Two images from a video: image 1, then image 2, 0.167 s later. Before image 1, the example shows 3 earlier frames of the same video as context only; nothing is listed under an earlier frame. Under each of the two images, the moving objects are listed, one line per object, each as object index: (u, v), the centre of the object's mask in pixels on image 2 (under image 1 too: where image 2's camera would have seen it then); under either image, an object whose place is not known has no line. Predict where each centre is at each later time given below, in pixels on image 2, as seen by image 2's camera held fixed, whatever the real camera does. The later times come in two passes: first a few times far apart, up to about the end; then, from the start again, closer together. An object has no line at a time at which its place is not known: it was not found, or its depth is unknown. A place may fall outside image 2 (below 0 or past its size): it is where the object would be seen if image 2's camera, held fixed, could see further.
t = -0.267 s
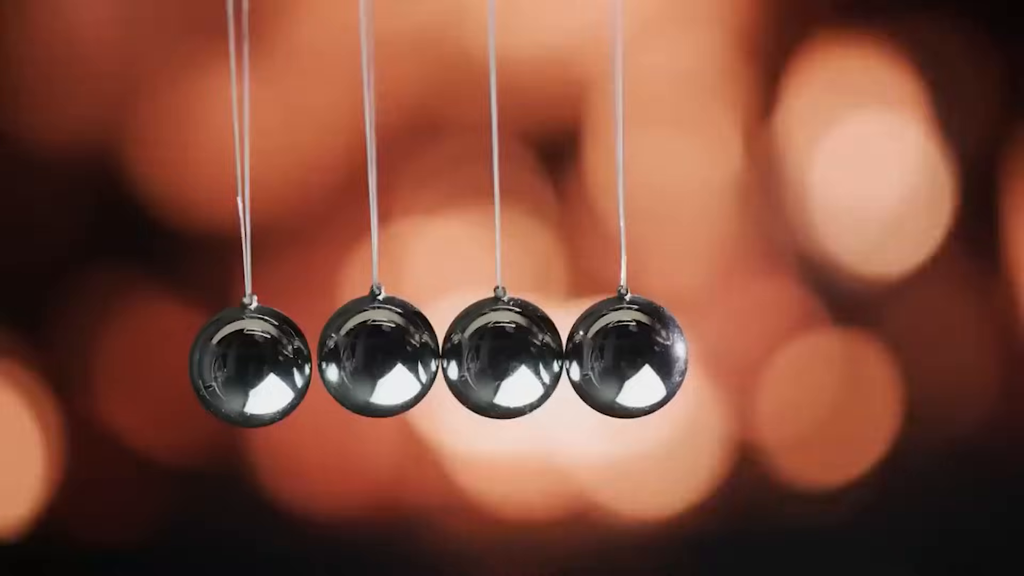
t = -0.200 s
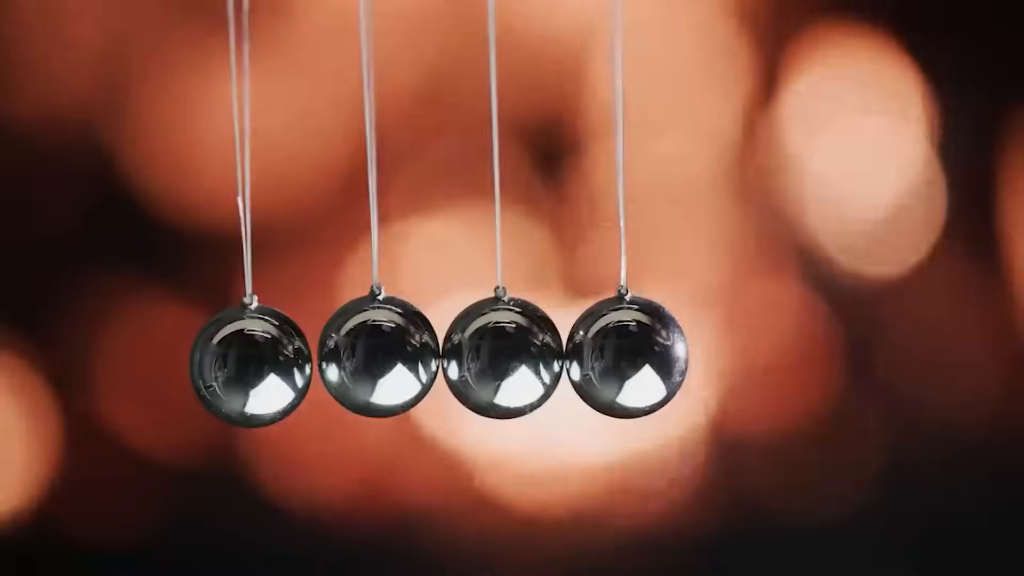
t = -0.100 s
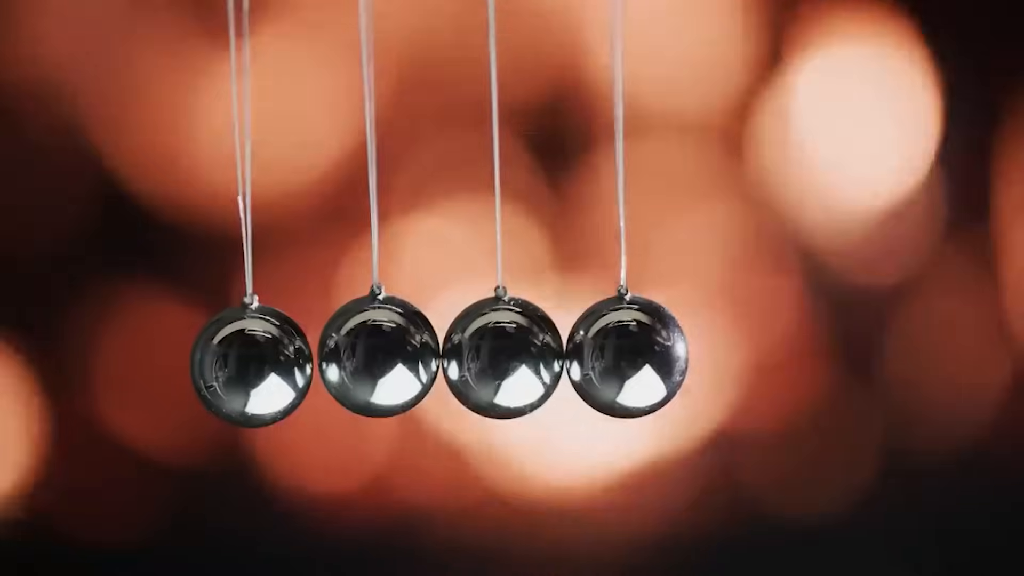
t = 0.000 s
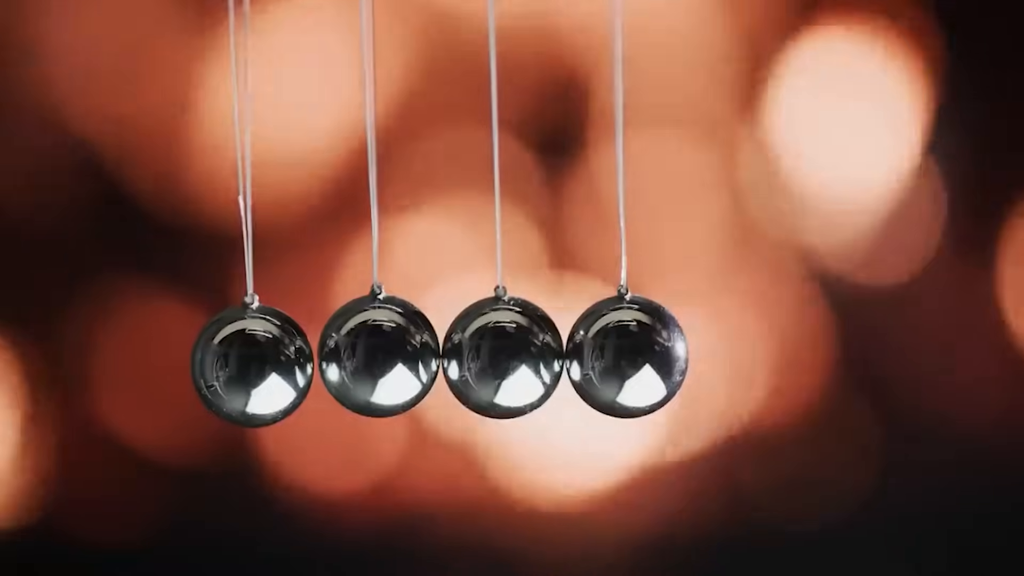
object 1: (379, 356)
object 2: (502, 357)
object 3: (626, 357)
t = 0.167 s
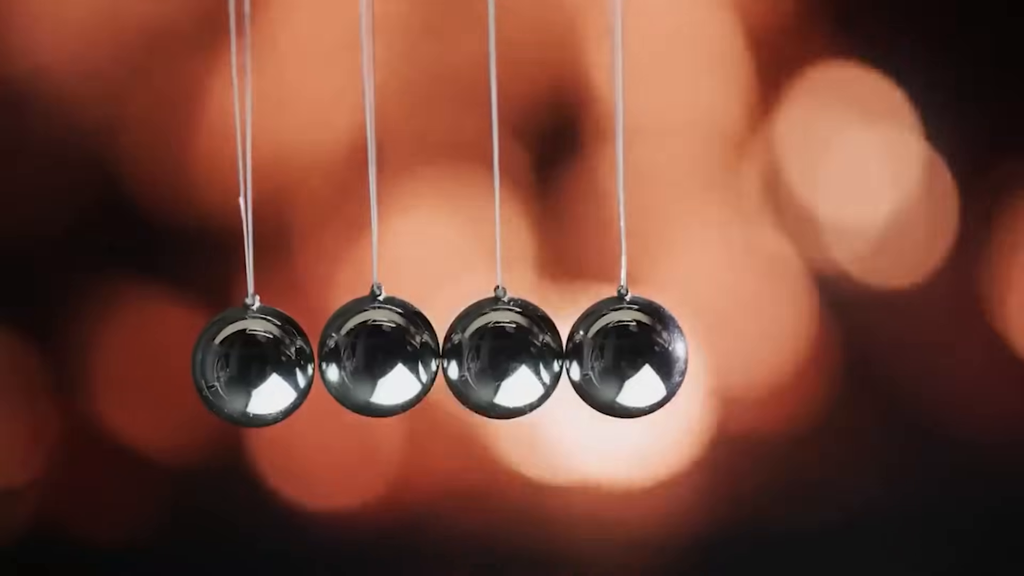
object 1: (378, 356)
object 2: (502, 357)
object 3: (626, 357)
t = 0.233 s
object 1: (378, 356)
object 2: (502, 357)
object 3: (626, 356)
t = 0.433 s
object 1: (378, 356)
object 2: (502, 357)
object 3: (626, 356)
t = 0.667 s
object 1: (373, 351)
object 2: (498, 354)
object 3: (624, 356)
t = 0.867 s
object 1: (367, 356)
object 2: (494, 357)
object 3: (622, 356)
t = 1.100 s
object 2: (490, 358)
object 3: (620, 355)
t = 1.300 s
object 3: (619, 356)
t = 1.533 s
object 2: (490, 357)
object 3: (619, 356)
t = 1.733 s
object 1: (366, 355)
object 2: (492, 356)
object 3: (620, 356)
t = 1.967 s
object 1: (373, 355)
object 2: (497, 357)
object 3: (622, 356)
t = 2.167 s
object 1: (374, 351)
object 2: (498, 357)
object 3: (627, 356)
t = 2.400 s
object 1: (374, 353)
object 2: (500, 357)
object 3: (633, 357)
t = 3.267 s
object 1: (379, 357)
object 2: (503, 358)
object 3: (632, 356)
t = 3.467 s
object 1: (379, 355)
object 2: (503, 356)
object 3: (627, 356)
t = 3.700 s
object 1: (368, 355)
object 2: (497, 357)
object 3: (624, 357)
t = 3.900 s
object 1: (358, 356)
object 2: (492, 356)
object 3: (621, 357)
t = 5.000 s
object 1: (372, 356)
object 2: (497, 357)
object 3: (620, 356)
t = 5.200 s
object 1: (374, 356)
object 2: (500, 357)
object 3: (625, 356)
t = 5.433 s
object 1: (375, 357)
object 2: (505, 355)
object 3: (634, 356)
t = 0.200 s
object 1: (378, 356)
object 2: (502, 357)
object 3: (626, 356)
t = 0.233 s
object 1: (378, 356)
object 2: (502, 357)
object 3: (626, 356)
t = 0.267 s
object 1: (378, 355)
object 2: (502, 357)
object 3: (626, 356)
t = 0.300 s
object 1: (378, 356)
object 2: (502, 357)
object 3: (626, 356)
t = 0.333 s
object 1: (378, 356)
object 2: (502, 357)
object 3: (626, 356)
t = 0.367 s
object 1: (378, 356)
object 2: (502, 357)
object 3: (626, 356)
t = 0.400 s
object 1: (378, 356)
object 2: (502, 357)
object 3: (626, 356)
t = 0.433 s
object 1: (378, 356)
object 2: (502, 357)
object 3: (626, 356)
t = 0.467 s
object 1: (378, 356)
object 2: (502, 357)
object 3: (626, 356)
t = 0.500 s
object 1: (377, 356)
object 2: (502, 358)
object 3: (625, 357)
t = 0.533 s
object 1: (377, 356)
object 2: (501, 358)
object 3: (625, 357)
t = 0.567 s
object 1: (376, 355)
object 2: (501, 358)
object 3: (625, 356)
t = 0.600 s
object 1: (375, 353)
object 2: (500, 356)
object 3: (625, 356)
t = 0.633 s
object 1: (374, 351)
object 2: (499, 353)
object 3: (624, 357)
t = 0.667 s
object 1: (373, 351)
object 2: (498, 354)
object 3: (624, 356)
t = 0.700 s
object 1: (372, 351)
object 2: (497, 356)
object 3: (623, 356)
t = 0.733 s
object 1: (371, 353)
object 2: (497, 357)
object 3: (623, 357)
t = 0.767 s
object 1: (370, 355)
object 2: (496, 356)
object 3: (623, 357)
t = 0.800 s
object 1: (369, 354)
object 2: (495, 358)
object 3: (623, 357)
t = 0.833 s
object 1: (368, 354)
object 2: (495, 358)
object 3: (622, 356)
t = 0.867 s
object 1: (367, 356)
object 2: (494, 357)
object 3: (622, 356)
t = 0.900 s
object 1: (366, 356)
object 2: (493, 356)
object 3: (622, 357)
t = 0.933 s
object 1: (365, 355)
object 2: (493, 357)
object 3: (621, 357)
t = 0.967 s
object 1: (364, 354)
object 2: (492, 358)
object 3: (621, 356)
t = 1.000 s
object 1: (363, 355)
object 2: (492, 356)
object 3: (621, 357)
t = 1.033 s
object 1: (363, 353)
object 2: (491, 356)
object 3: (620, 356)
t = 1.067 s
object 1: (362, 353)
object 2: (490, 357)
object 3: (620, 356)
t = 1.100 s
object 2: (490, 358)
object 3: (620, 355)
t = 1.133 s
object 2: (490, 357)
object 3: (620, 357)
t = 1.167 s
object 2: (489, 356)
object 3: (619, 357)
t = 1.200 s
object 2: (489, 356)
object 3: (619, 357)
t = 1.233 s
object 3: (619, 357)
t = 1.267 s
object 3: (619, 357)
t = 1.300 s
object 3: (619, 356)
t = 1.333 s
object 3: (619, 356)
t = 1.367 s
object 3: (619, 357)
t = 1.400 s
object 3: (619, 357)
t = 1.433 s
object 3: (619, 357)
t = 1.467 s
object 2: (489, 357)
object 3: (619, 357)
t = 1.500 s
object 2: (489, 357)
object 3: (619, 357)
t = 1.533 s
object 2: (490, 357)
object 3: (619, 356)
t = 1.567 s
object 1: (362, 354)
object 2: (490, 358)
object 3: (619, 356)
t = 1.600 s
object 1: (363, 355)
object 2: (490, 359)
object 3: (619, 357)
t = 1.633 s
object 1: (364, 357)
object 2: (491, 358)
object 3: (620, 357)
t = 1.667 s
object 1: (364, 357)
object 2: (491, 357)
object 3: (620, 357)
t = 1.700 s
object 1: (365, 356)
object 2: (491, 357)
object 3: (620, 357)
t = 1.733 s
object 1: (366, 355)
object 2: (492, 356)
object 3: (620, 356)
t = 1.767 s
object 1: (367, 354)
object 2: (493, 356)
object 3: (620, 356)
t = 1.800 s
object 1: (368, 353)
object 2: (493, 357)
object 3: (620, 357)
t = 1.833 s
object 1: (369, 353)
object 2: (494, 357)
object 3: (621, 357)
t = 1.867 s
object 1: (370, 354)
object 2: (495, 357)
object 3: (621, 357)
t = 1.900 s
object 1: (371, 354)
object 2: (495, 357)
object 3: (621, 357)
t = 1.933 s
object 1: (372, 354)
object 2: (496, 357)
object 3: (622, 356)
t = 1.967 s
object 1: (373, 355)
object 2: (497, 357)
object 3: (622, 356)
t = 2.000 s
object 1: (373, 356)
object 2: (498, 357)
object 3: (622, 356)
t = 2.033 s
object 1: (373, 356)
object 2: (498, 357)
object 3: (623, 356)
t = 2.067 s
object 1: (373, 355)
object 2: (498, 357)
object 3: (623, 356)
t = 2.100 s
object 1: (373, 354)
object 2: (499, 357)
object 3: (625, 356)
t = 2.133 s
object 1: (373, 351)
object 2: (498, 357)
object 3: (626, 356)
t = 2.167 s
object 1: (374, 351)
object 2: (498, 357)
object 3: (627, 356)
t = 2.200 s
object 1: (374, 355)
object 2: (498, 356)
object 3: (628, 356)
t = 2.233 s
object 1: (374, 357)
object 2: (499, 355)
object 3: (629, 356)
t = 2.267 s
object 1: (374, 356)
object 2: (499, 355)
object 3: (630, 356)
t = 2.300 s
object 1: (374, 355)
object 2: (499, 355)
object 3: (631, 356)
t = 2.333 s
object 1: (374, 356)
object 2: (499, 355)
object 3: (631, 356)
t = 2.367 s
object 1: (374, 355)
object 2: (499, 355)
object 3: (632, 356)
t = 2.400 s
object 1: (374, 353)
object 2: (500, 357)
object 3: (633, 357)
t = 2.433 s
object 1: (374, 354)
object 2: (500, 358)
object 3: (634, 356)
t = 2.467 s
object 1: (374, 354)
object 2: (500, 357)
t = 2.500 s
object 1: (375, 354)
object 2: (500, 355)
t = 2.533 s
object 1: (375, 354)
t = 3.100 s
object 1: (378, 355)
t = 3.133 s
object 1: (378, 355)
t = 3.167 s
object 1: (378, 355)
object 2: (503, 357)
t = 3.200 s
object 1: (378, 356)
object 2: (503, 358)
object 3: (633, 356)
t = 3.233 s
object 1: (379, 356)
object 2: (503, 358)
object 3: (632, 355)
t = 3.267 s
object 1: (379, 357)
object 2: (503, 358)
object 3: (632, 356)
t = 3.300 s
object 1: (379, 357)
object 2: (503, 357)
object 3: (631, 356)
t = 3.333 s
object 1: (379, 355)
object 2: (503, 356)
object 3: (630, 356)
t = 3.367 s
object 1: (380, 354)
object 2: (503, 356)
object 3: (629, 356)
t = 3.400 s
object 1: (380, 355)
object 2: (503, 355)
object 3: (628, 355)
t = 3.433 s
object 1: (379, 355)
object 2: (503, 356)
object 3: (628, 356)
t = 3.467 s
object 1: (379, 355)
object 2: (503, 356)
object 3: (627, 356)
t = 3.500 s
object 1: (378, 356)
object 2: (503, 356)
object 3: (626, 356)
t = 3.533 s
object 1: (377, 356)
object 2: (501, 356)
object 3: (626, 356)
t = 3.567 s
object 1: (376, 354)
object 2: (500, 357)
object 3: (626, 356)
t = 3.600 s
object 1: (375, 354)
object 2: (500, 357)
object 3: (625, 356)
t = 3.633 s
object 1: (375, 355)
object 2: (500, 358)
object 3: (625, 356)
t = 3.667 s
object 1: (372, 356)
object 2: (498, 358)
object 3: (624, 357)
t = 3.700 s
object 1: (368, 355)
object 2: (497, 357)
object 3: (624, 357)
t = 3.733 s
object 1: (366, 356)
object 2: (496, 357)
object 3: (623, 357)
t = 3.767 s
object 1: (364, 356)
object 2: (495, 357)
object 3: (623, 357)
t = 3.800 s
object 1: (363, 354)
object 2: (494, 358)
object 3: (622, 356)
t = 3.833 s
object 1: (361, 355)
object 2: (493, 358)
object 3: (622, 356)
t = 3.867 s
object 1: (359, 356)
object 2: (492, 357)
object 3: (621, 356)
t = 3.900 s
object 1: (358, 356)
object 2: (492, 356)
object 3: (621, 357)
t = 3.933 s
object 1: (356, 355)
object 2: (491, 356)
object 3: (621, 357)
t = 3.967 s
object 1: (355, 355)
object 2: (490, 356)
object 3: (620, 357)
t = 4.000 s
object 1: (353, 356)
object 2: (489, 356)
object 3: (620, 357)
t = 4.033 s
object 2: (489, 357)
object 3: (620, 357)
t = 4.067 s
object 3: (619, 357)
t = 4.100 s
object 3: (619, 357)
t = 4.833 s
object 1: (363, 356)
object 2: (493, 357)
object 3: (618, 356)
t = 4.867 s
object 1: (365, 356)
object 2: (493, 357)
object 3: (619, 356)
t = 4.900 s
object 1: (367, 356)
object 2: (494, 357)
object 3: (619, 357)
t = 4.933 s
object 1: (369, 356)
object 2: (495, 357)
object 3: (620, 356)
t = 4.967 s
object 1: (370, 356)
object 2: (496, 357)
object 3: (620, 356)
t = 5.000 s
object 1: (372, 356)
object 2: (497, 357)
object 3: (620, 356)
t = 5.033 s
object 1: (373, 356)
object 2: (497, 357)
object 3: (621, 356)
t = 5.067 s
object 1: (373, 356)
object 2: (497, 357)
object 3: (622, 356)
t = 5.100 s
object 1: (373, 356)
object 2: (498, 357)
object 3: (622, 357)
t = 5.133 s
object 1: (373, 355)
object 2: (498, 357)
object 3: (623, 357)
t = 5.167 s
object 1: (373, 356)
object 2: (499, 357)
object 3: (624, 356)
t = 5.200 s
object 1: (374, 356)
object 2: (500, 357)
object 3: (625, 356)
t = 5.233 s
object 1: (374, 355)
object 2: (500, 357)
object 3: (628, 356)
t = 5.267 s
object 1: (374, 355)
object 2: (501, 355)
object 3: (629, 357)
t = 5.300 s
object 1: (374, 356)
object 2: (501, 355)
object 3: (630, 356)
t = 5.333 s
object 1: (374, 355)
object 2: (502, 356)
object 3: (631, 356)
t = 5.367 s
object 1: (375, 355)
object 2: (503, 357)
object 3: (632, 356)
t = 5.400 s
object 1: (375, 357)
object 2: (504, 355)
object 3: (633, 356)
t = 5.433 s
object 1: (375, 357)
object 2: (505, 355)
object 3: (634, 356)
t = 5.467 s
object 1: (375, 356)
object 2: (505, 357)
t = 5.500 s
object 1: (375, 356)
